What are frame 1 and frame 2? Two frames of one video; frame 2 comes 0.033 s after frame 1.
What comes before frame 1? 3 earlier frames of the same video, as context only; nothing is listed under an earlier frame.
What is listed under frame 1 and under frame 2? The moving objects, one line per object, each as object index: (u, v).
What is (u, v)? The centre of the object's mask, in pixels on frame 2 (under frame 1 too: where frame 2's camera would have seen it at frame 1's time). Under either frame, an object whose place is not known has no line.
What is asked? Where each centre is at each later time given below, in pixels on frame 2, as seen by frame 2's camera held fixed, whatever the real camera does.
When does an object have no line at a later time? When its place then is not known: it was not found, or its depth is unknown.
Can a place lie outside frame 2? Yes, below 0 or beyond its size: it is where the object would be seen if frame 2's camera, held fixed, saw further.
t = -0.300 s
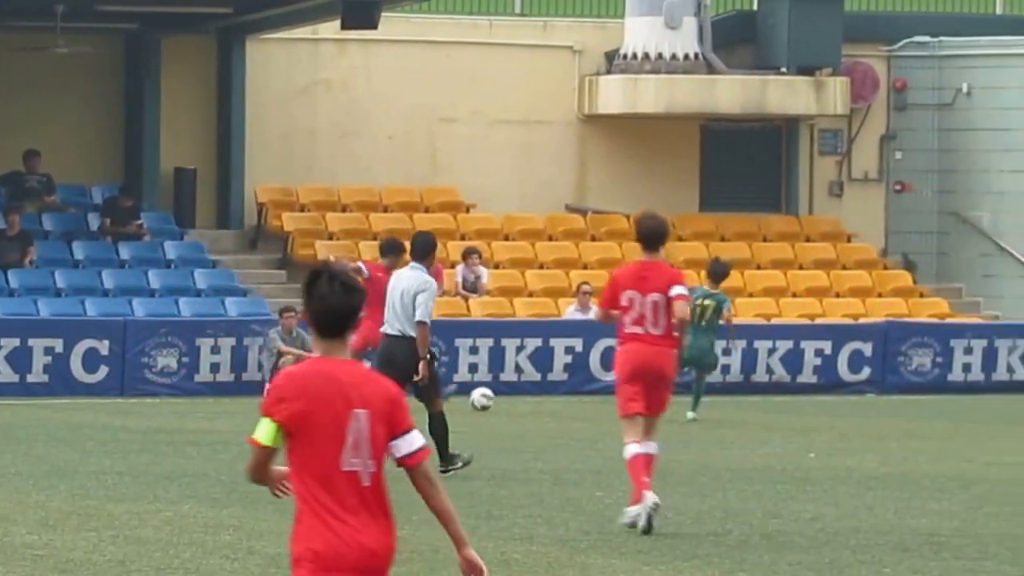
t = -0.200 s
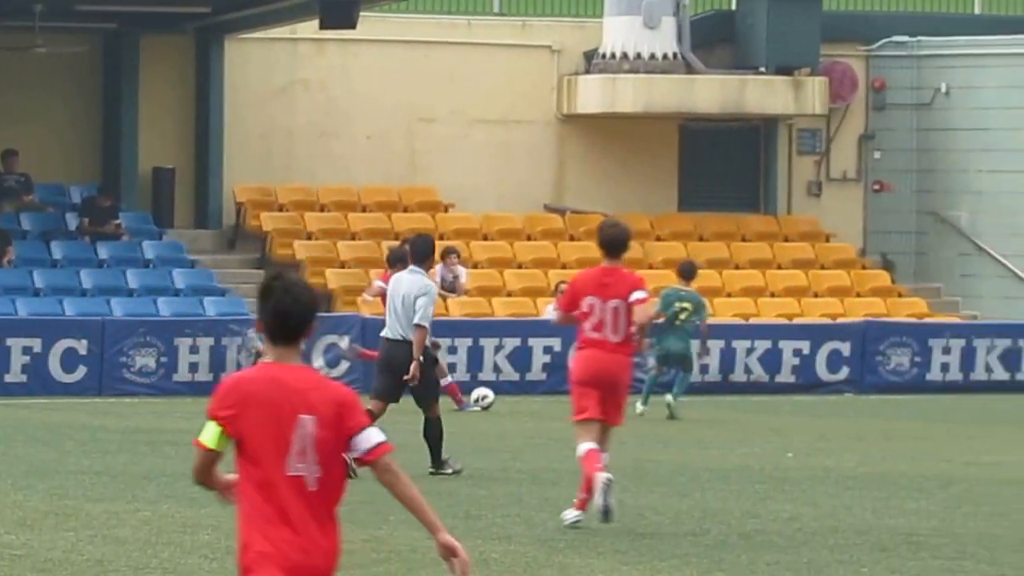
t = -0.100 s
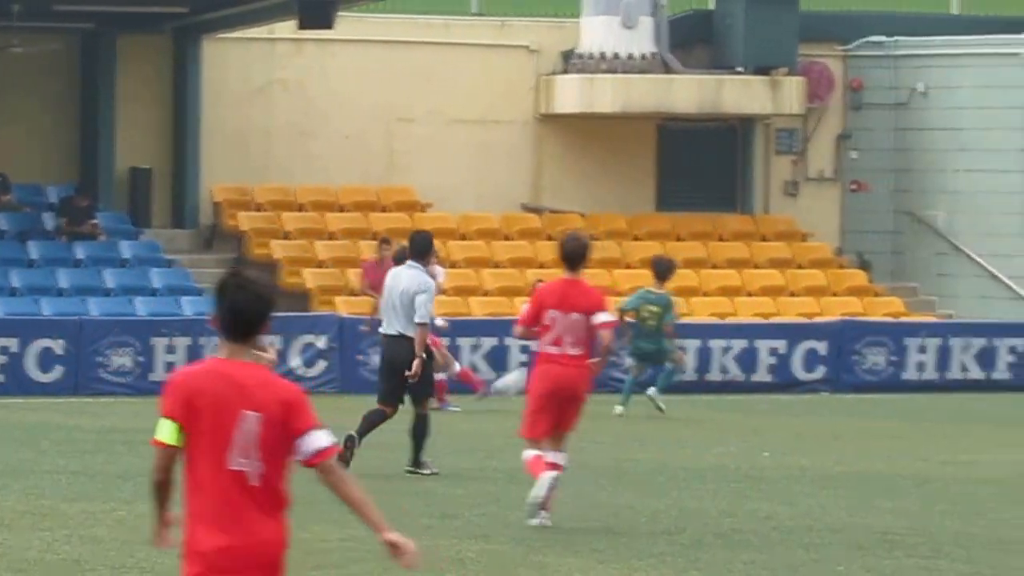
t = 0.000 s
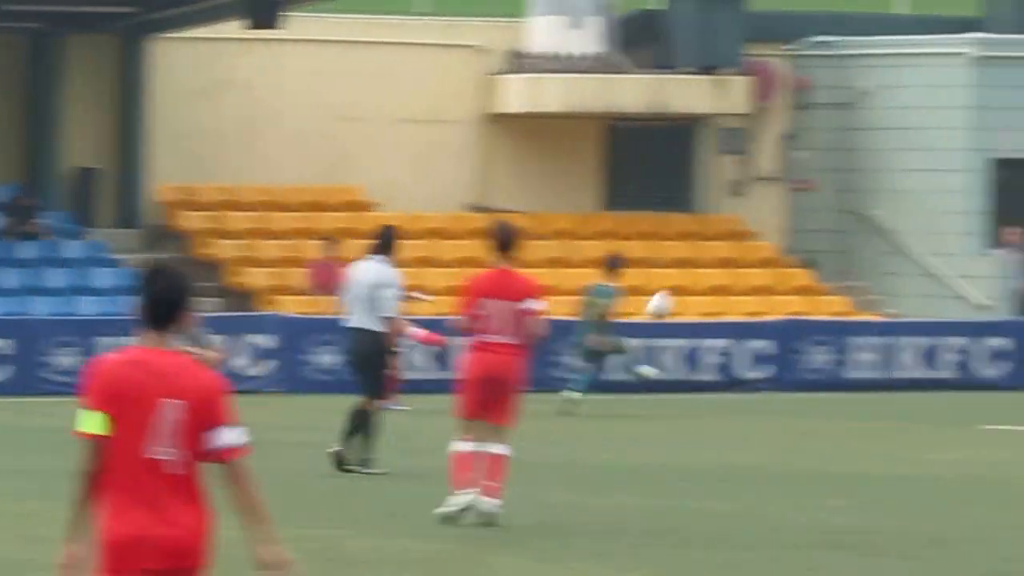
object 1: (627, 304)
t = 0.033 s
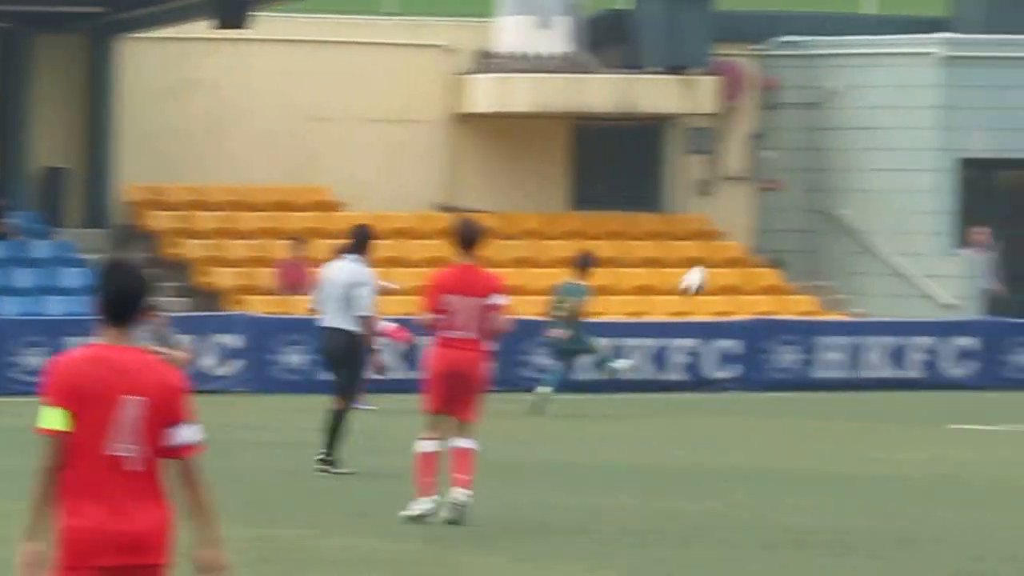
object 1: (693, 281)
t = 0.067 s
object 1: (761, 257)
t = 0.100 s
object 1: (825, 234)
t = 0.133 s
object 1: (891, 216)
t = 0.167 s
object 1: (957, 195)
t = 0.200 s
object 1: (1020, 176)
